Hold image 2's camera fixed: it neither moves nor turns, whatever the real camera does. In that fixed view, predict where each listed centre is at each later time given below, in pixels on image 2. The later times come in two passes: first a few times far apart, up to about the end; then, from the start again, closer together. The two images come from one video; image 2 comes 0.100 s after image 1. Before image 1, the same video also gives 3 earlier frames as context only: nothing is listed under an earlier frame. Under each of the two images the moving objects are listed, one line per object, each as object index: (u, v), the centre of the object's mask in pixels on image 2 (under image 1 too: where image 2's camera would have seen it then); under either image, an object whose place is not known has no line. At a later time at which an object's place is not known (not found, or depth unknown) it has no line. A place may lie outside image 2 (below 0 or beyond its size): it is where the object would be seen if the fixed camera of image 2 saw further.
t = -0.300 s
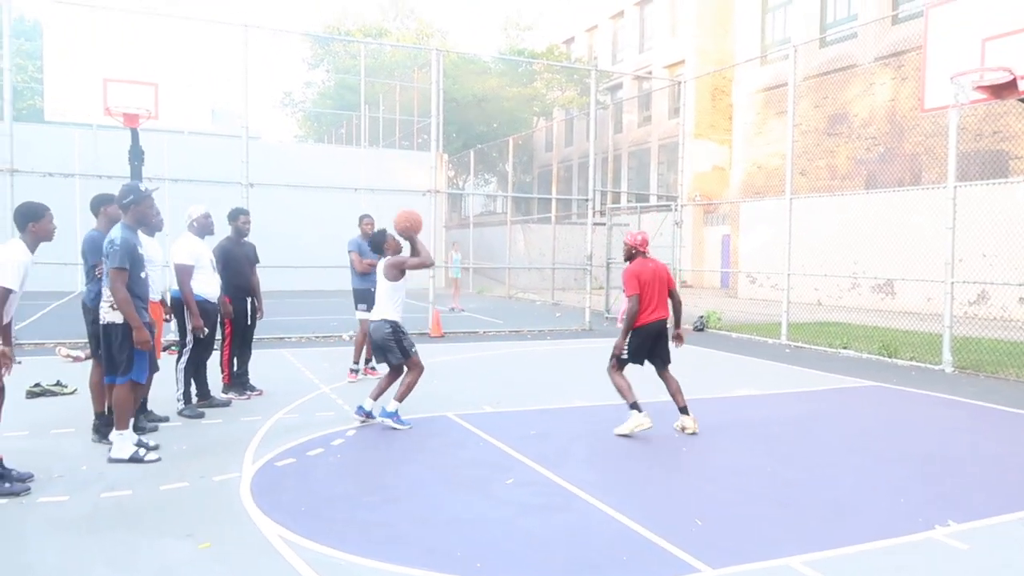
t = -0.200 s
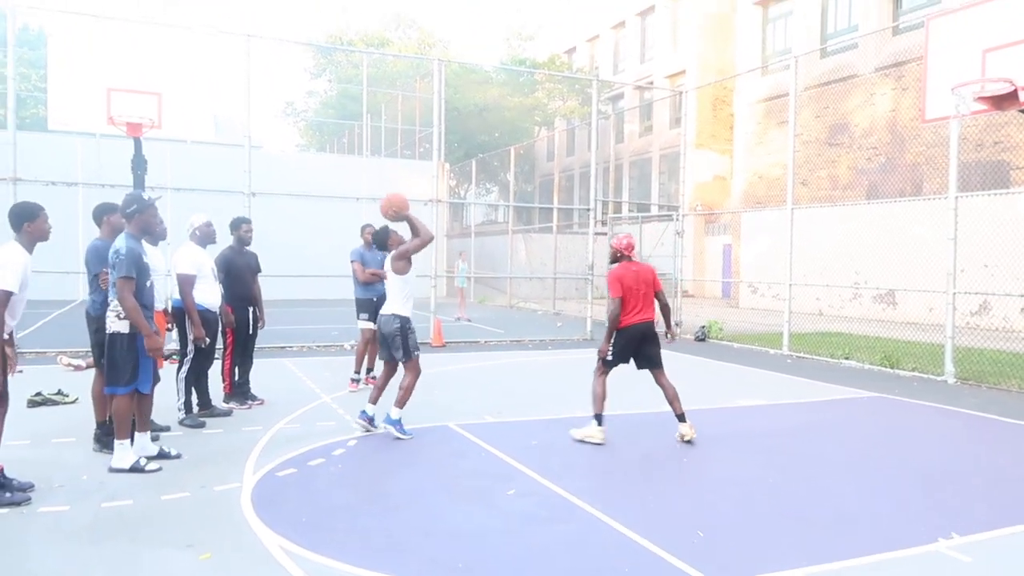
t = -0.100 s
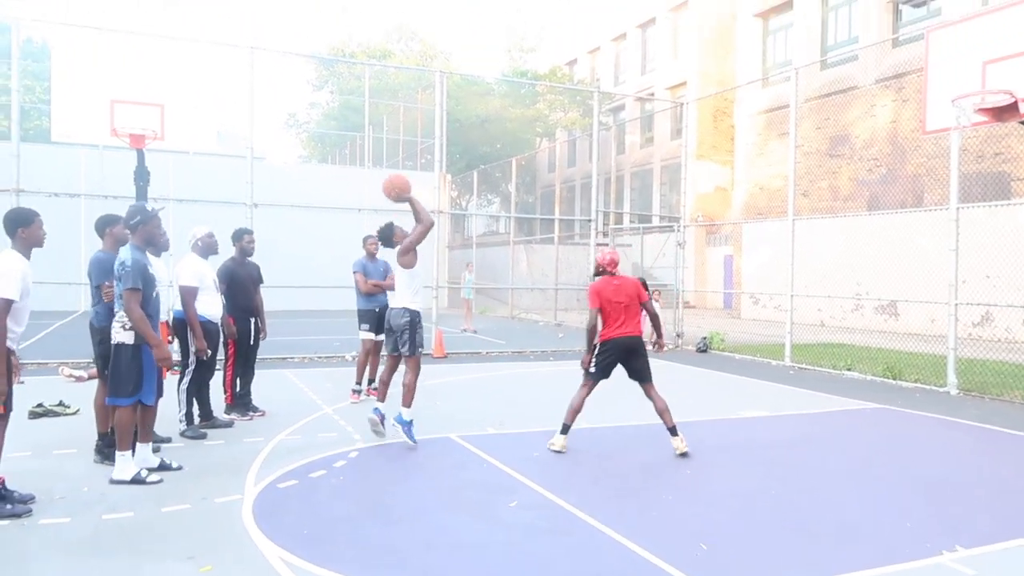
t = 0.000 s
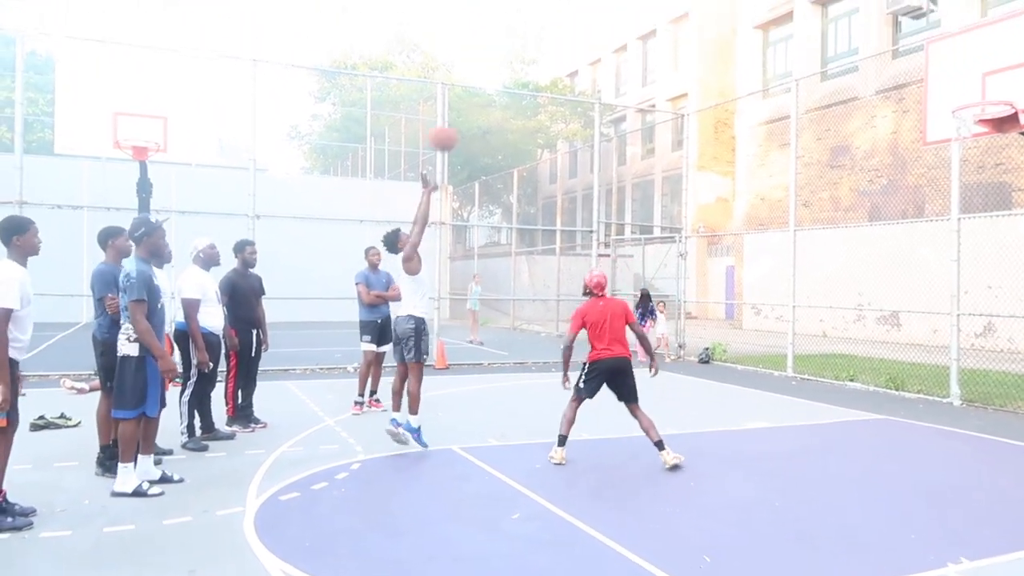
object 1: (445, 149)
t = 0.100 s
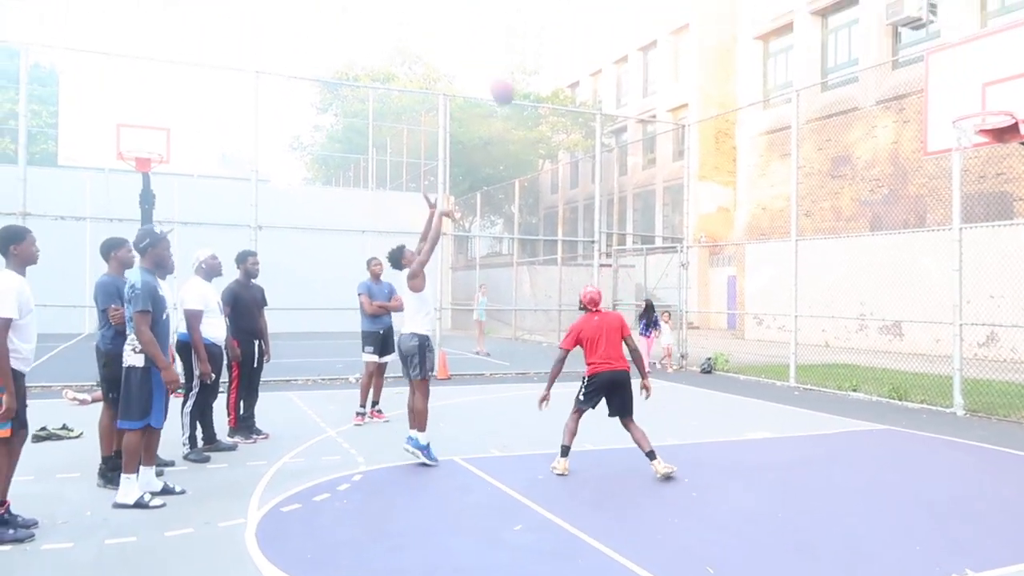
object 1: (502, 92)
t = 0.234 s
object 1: (577, 34)
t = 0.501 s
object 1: (724, -19)
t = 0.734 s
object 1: (838, 8)
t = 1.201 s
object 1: (1007, 191)
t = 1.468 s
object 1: (1058, 393)
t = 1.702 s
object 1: (1097, 396)
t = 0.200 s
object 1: (558, 47)
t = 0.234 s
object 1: (577, 34)
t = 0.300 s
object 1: (615, 13)
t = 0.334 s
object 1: (632, 4)
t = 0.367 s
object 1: (652, -3)
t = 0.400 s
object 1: (670, -10)
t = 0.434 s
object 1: (688, -14)
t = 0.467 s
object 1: (706, -17)
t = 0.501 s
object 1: (724, -19)
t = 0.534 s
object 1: (741, -19)
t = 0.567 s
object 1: (759, -19)
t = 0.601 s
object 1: (776, -17)
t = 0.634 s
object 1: (791, -12)
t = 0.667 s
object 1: (807, -7)
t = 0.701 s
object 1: (822, 1)
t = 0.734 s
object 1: (838, 8)
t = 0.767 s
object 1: (854, 15)
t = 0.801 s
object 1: (870, 26)
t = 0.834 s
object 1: (886, 37)
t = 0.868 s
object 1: (901, 47)
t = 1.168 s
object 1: (1002, 175)
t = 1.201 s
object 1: (1007, 191)
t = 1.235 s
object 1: (1012, 208)
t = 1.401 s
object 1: (1044, 329)
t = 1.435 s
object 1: (1051, 361)
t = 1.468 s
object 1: (1058, 393)
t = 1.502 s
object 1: (1066, 429)
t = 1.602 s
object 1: (1086, 463)
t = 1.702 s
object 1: (1097, 396)
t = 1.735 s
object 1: (1102, 375)
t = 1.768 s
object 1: (1106, 355)
